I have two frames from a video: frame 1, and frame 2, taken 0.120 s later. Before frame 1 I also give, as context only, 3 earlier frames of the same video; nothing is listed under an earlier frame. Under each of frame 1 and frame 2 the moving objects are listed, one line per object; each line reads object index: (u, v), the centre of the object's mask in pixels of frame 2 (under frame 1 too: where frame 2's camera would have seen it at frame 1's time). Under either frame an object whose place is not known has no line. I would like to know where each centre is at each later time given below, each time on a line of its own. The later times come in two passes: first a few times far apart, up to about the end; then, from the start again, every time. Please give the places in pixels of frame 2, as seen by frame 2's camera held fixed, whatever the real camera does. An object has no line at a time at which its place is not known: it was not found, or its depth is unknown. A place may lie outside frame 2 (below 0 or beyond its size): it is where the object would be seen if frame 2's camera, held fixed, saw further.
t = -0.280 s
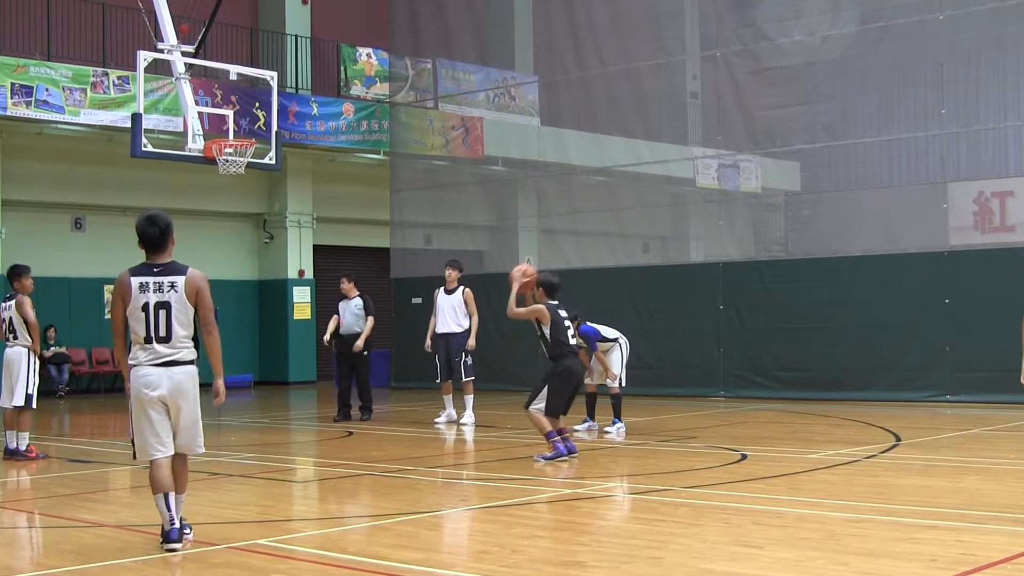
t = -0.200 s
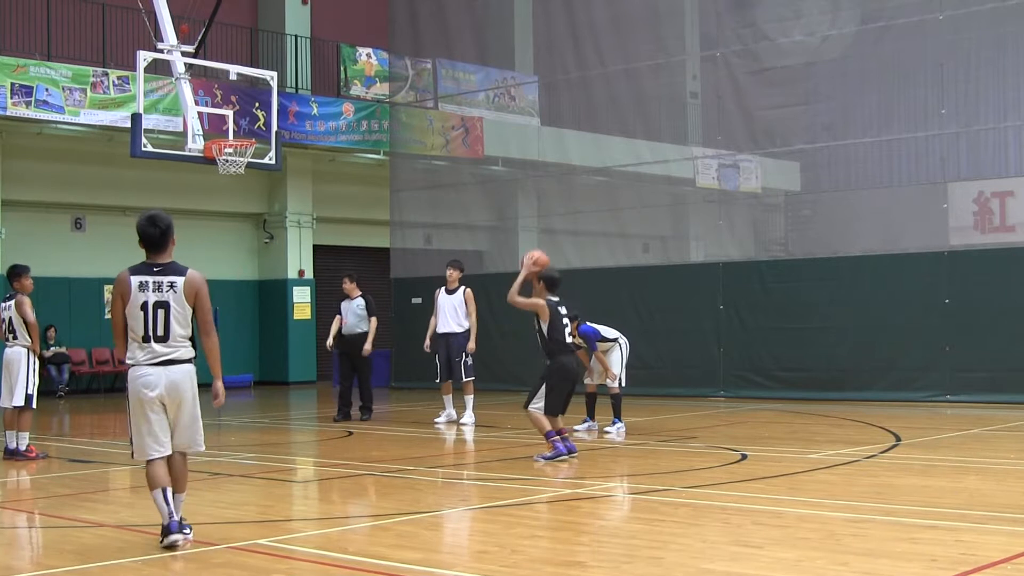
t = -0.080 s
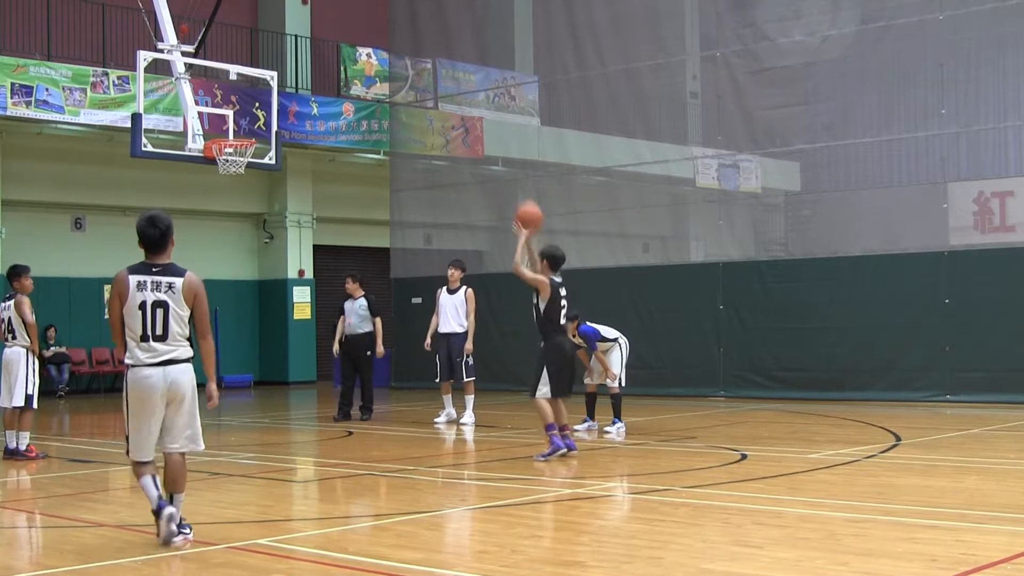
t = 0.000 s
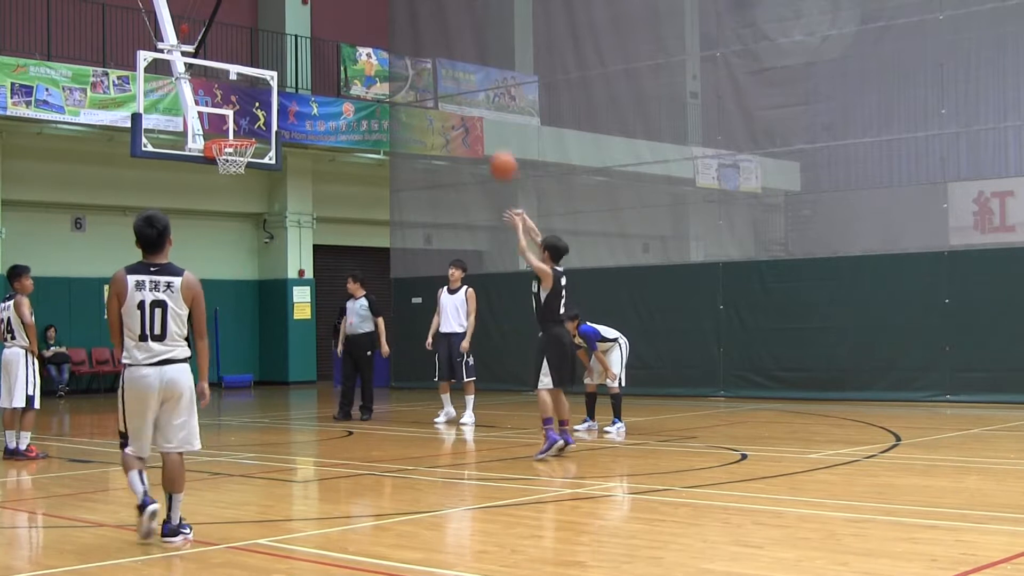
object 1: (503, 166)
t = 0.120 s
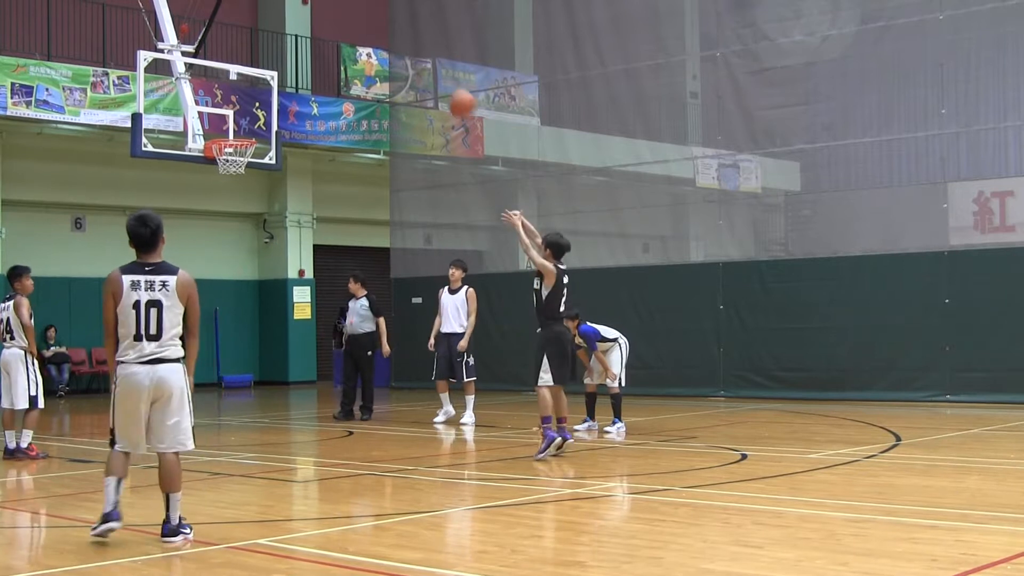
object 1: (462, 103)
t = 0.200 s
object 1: (436, 72)
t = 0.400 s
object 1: (376, 29)
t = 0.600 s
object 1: (323, 27)
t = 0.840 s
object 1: (265, 74)
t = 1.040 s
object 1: (228, 122)
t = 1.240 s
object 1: (224, 65)
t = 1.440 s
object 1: (219, 46)
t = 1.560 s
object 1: (217, 50)
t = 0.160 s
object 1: (449, 87)
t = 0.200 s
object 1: (436, 72)
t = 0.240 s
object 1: (423, 60)
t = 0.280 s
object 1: (411, 50)
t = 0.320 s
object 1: (399, 42)
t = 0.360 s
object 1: (388, 35)
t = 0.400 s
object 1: (376, 29)
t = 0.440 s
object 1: (365, 26)
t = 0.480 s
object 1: (354, 23)
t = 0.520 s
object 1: (344, 23)
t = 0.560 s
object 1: (333, 24)
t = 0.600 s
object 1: (323, 27)
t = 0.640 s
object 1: (313, 31)
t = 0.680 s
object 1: (303, 37)
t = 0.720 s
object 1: (293, 44)
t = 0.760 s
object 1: (284, 53)
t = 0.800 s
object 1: (275, 62)
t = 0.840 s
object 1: (265, 74)
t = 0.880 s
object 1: (255, 87)
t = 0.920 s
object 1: (247, 99)
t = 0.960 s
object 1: (239, 114)
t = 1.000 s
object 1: (230, 129)
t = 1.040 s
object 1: (228, 122)
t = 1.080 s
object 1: (227, 107)
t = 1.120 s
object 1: (227, 94)
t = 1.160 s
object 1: (226, 84)
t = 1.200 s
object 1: (225, 74)
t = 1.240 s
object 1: (224, 65)
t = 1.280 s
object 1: (223, 58)
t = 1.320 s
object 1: (222, 53)
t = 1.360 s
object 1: (220, 49)
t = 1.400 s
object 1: (220, 47)
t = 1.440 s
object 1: (219, 46)
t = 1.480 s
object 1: (218, 46)
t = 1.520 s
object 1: (218, 47)
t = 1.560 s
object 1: (217, 50)
